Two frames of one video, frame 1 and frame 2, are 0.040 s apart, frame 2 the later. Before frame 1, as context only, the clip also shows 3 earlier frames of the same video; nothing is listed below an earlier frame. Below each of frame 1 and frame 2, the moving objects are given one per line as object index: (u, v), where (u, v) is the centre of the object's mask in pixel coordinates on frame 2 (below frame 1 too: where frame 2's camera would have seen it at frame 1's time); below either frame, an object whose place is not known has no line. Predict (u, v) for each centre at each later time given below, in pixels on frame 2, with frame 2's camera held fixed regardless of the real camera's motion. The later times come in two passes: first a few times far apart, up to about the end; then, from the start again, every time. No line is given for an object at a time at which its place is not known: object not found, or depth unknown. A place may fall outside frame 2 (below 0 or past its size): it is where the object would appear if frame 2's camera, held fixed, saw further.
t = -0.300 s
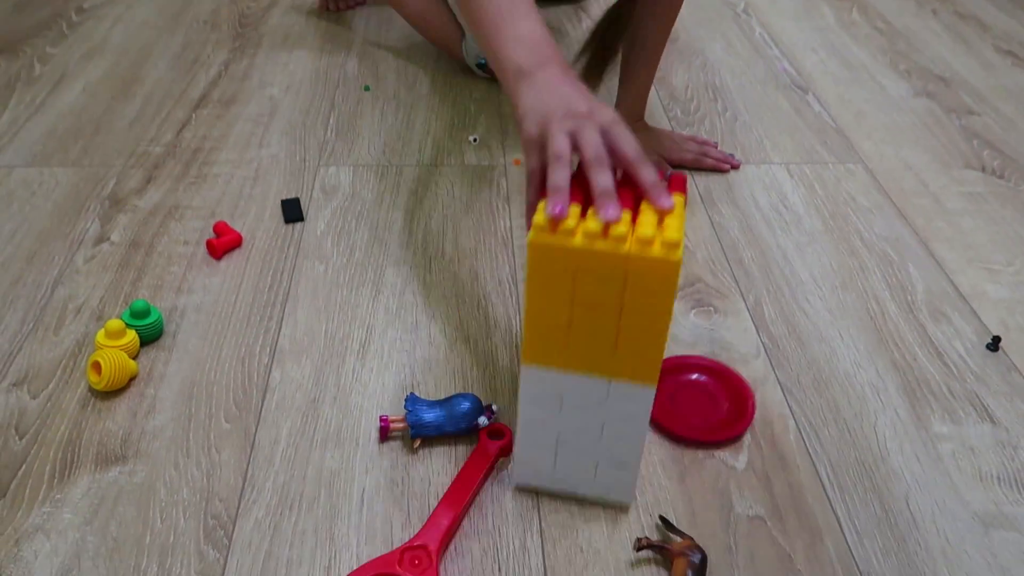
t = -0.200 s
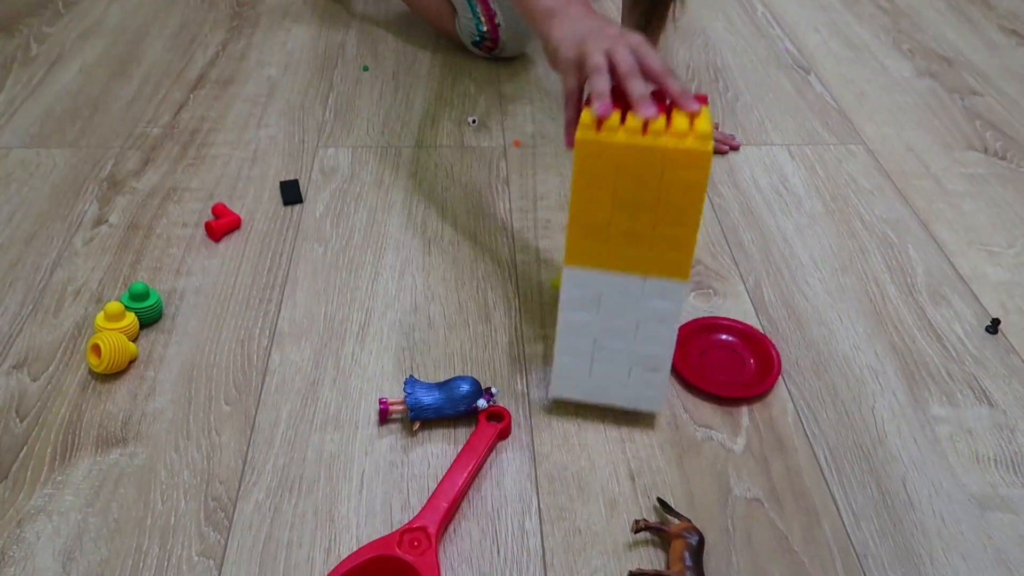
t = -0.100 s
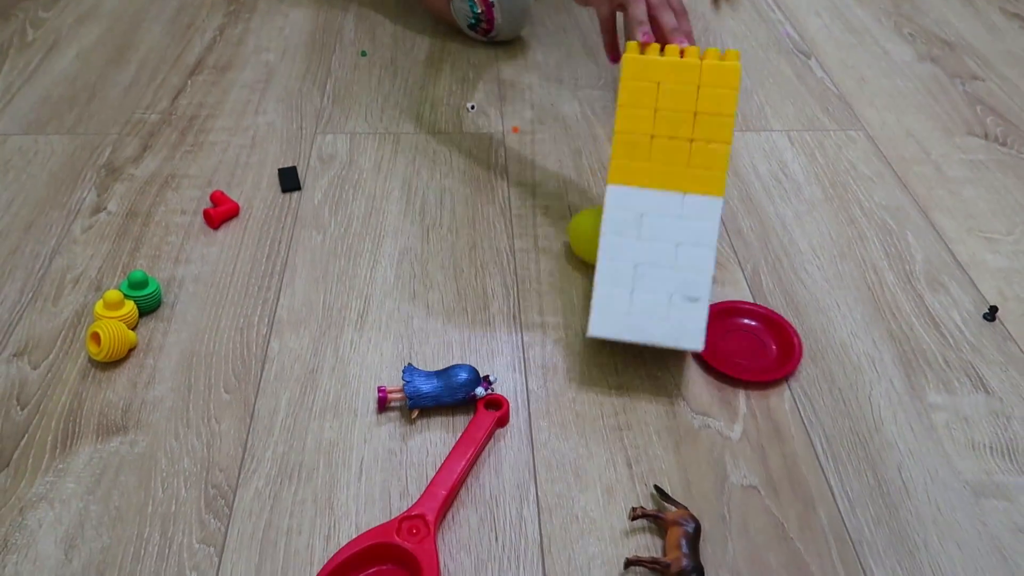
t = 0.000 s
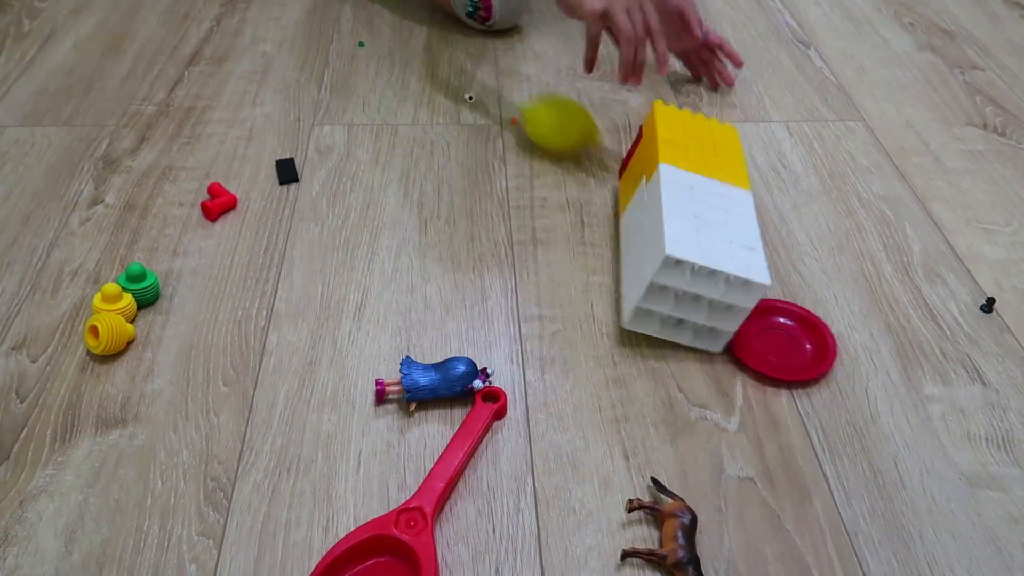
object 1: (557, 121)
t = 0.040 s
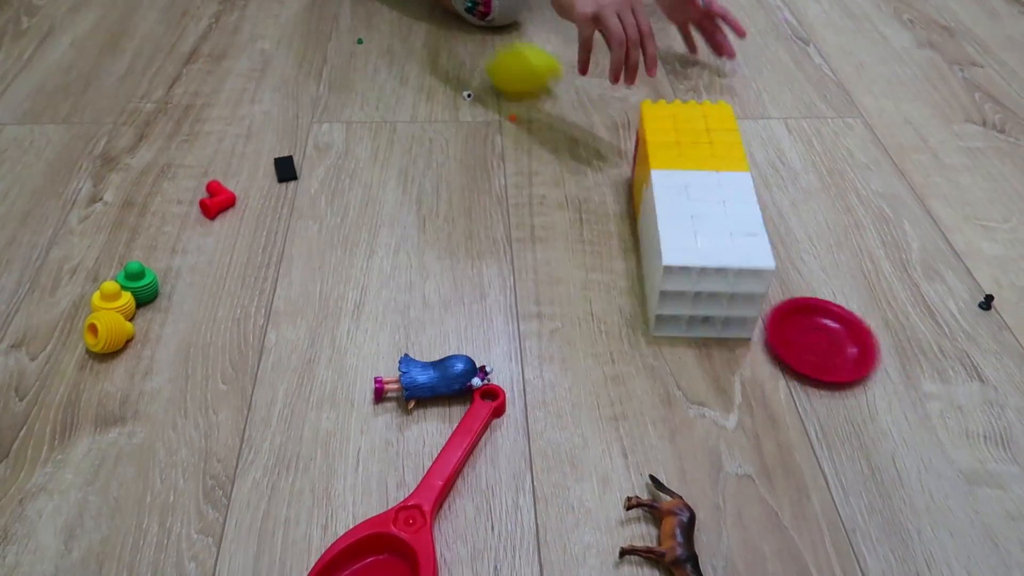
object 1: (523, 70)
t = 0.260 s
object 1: (377, 60)
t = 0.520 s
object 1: (249, 120)
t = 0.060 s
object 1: (507, 44)
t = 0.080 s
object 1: (493, 25)
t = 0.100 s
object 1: (479, 23)
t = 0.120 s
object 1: (464, 26)
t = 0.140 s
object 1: (449, 30)
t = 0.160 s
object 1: (435, 38)
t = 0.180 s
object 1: (422, 43)
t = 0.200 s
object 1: (410, 42)
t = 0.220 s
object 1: (400, 45)
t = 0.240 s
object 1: (389, 51)
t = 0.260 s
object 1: (377, 60)
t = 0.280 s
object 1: (366, 69)
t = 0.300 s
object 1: (356, 66)
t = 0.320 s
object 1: (346, 66)
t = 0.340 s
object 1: (333, 69)
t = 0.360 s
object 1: (322, 77)
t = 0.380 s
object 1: (310, 86)
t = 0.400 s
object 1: (299, 98)
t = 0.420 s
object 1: (290, 98)
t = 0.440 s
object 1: (281, 100)
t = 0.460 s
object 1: (275, 105)
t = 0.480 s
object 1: (267, 115)
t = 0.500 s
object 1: (257, 120)
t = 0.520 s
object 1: (249, 120)
